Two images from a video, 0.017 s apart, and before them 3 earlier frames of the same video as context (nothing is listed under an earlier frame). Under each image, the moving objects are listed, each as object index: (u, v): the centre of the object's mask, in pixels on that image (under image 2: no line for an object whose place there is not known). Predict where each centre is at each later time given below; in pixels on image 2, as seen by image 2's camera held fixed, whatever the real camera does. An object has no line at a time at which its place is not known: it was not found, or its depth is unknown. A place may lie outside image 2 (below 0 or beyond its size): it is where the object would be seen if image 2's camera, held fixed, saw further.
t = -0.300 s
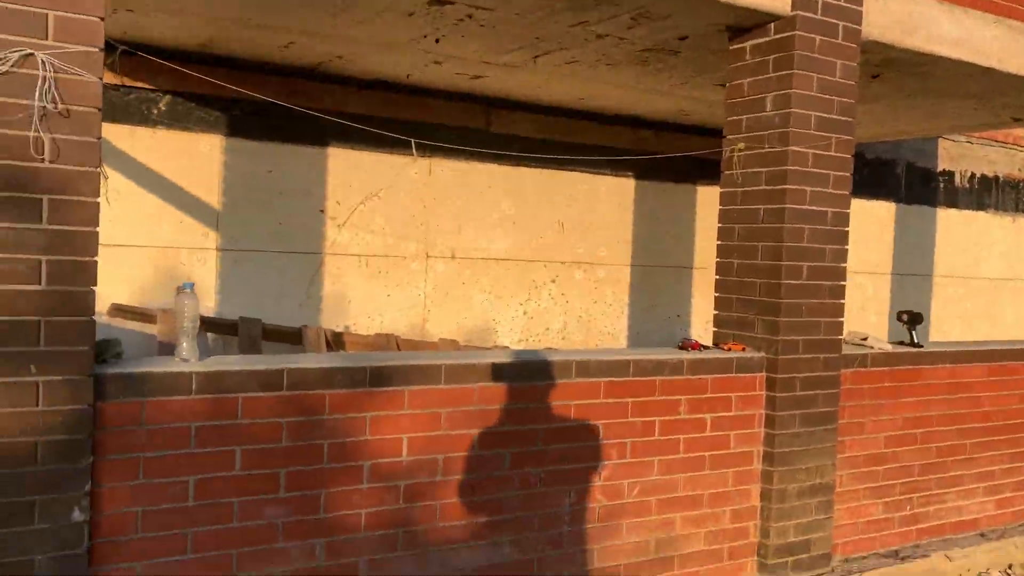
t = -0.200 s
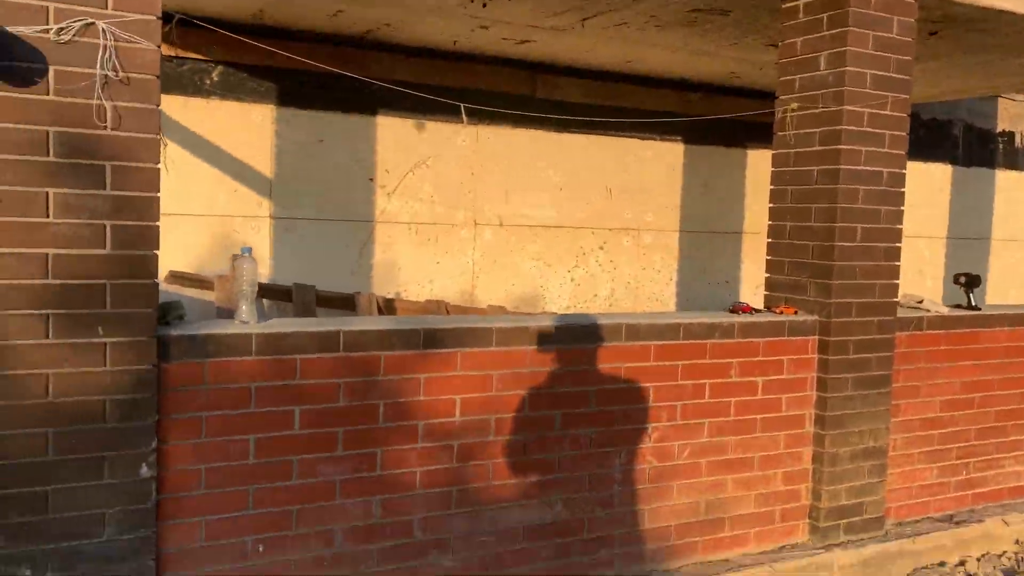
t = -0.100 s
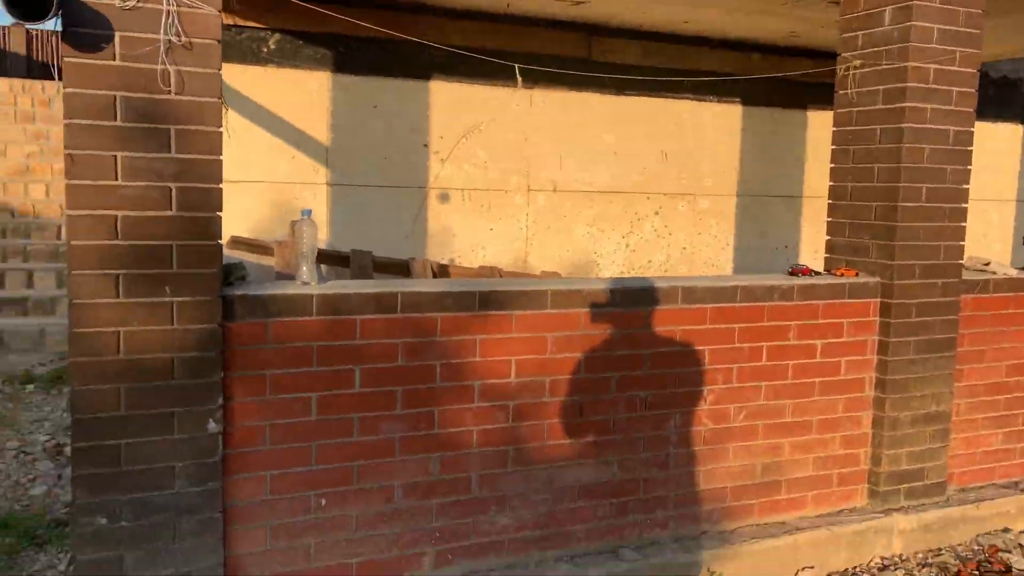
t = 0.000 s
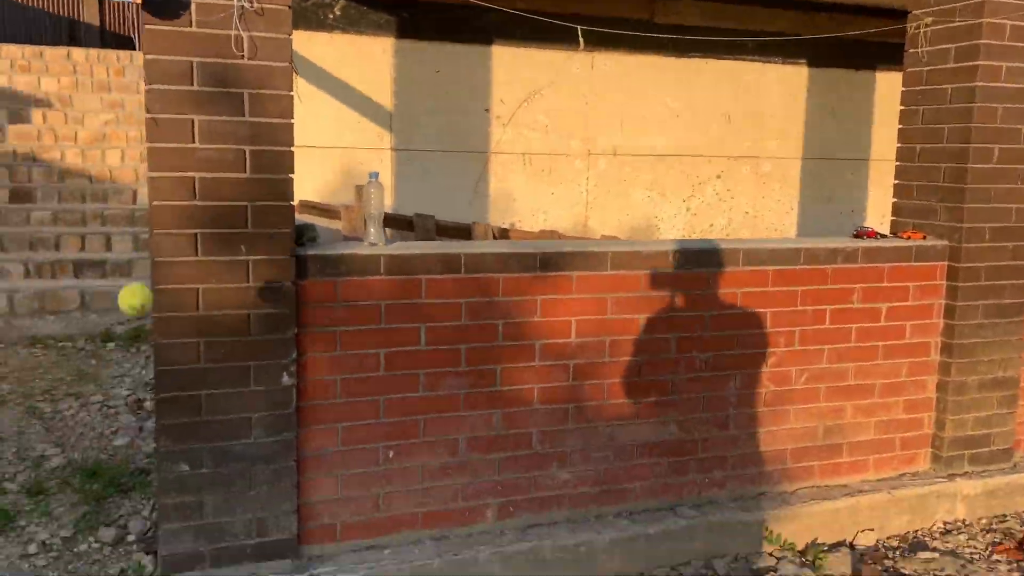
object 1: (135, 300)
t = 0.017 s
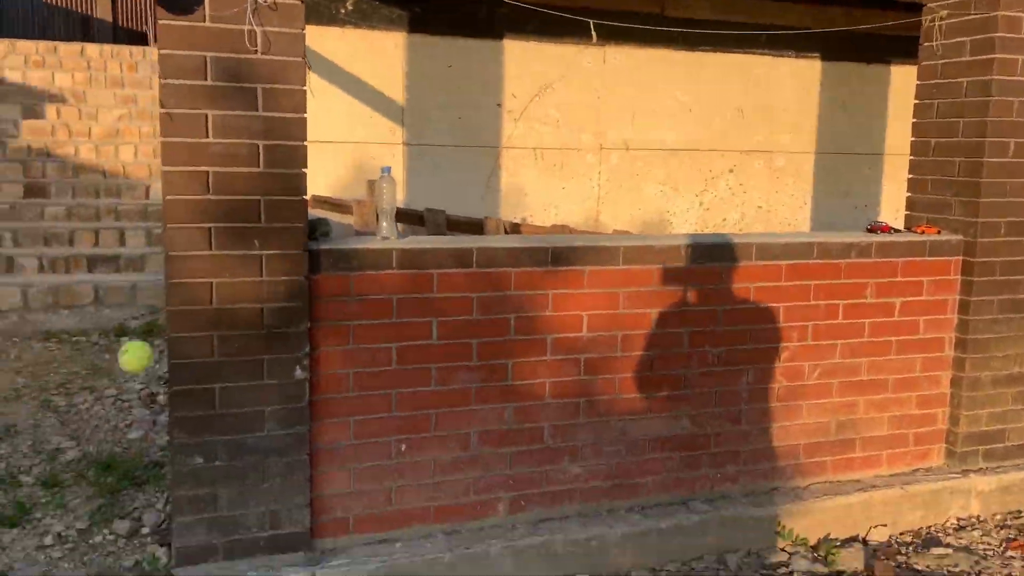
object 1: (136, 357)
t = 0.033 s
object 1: (122, 421)
